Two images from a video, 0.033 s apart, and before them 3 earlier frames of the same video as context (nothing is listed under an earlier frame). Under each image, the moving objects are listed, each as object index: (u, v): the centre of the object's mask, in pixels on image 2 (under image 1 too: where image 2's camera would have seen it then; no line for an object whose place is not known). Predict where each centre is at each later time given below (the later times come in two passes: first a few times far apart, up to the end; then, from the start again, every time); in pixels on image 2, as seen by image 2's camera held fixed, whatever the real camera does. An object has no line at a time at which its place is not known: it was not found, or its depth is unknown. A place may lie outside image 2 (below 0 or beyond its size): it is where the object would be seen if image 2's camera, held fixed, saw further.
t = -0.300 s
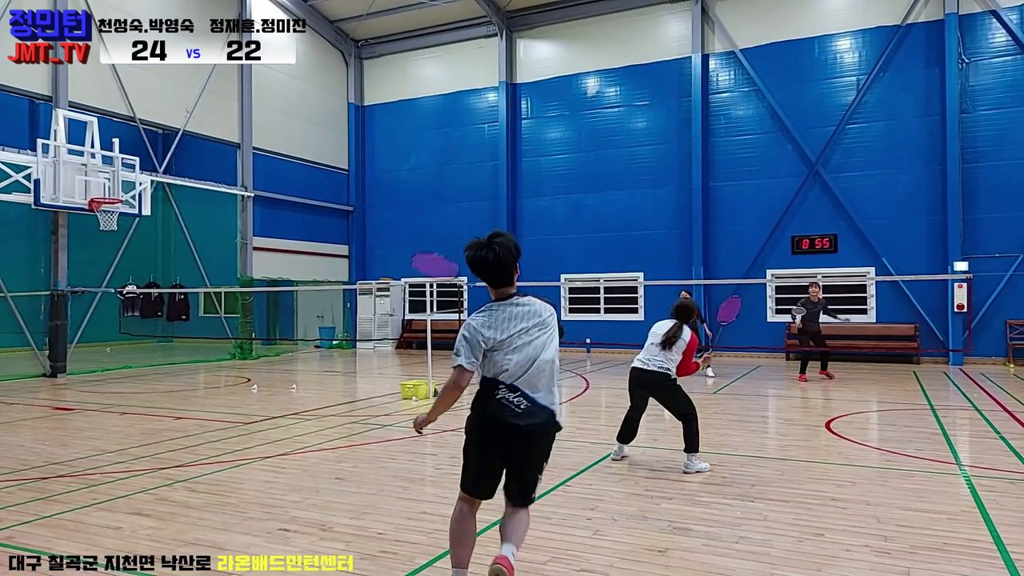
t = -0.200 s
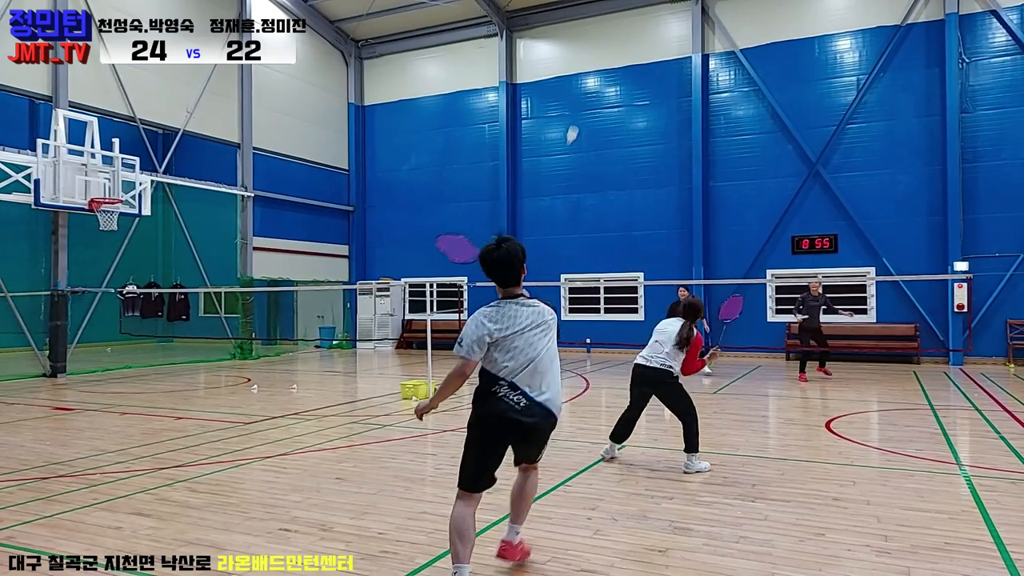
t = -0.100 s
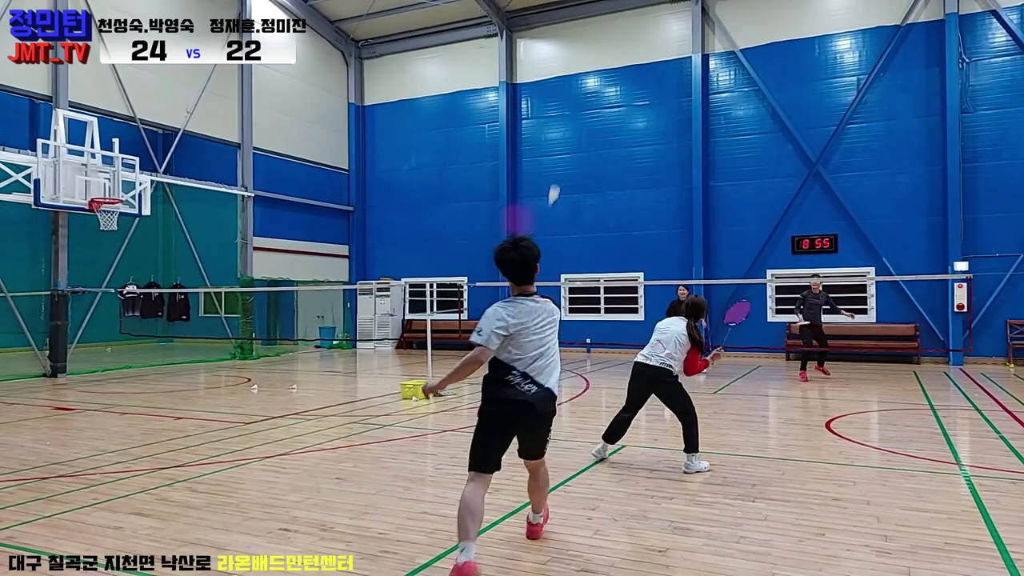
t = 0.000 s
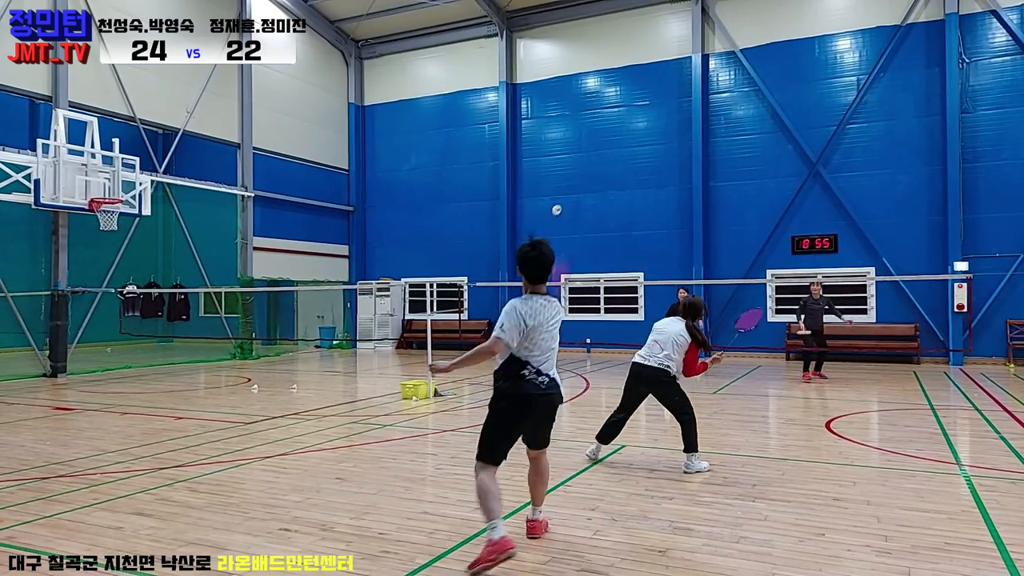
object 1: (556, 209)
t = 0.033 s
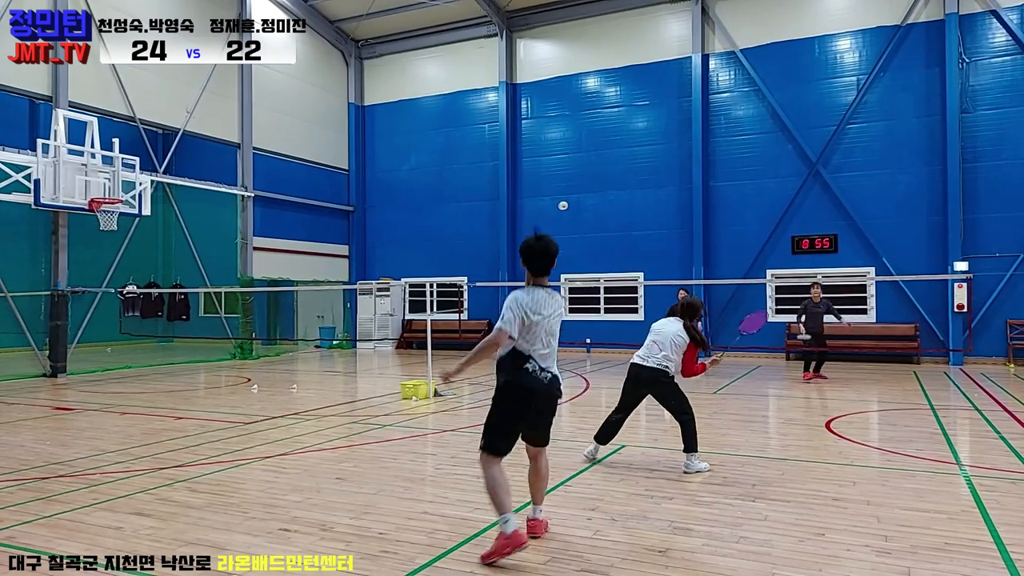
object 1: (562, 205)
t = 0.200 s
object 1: (577, 214)
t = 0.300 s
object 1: (583, 226)
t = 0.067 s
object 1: (568, 205)
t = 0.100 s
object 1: (571, 207)
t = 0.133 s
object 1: (573, 208)
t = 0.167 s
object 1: (575, 211)
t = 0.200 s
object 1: (577, 214)
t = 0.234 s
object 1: (579, 217)
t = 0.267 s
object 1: (581, 221)
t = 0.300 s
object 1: (583, 226)
